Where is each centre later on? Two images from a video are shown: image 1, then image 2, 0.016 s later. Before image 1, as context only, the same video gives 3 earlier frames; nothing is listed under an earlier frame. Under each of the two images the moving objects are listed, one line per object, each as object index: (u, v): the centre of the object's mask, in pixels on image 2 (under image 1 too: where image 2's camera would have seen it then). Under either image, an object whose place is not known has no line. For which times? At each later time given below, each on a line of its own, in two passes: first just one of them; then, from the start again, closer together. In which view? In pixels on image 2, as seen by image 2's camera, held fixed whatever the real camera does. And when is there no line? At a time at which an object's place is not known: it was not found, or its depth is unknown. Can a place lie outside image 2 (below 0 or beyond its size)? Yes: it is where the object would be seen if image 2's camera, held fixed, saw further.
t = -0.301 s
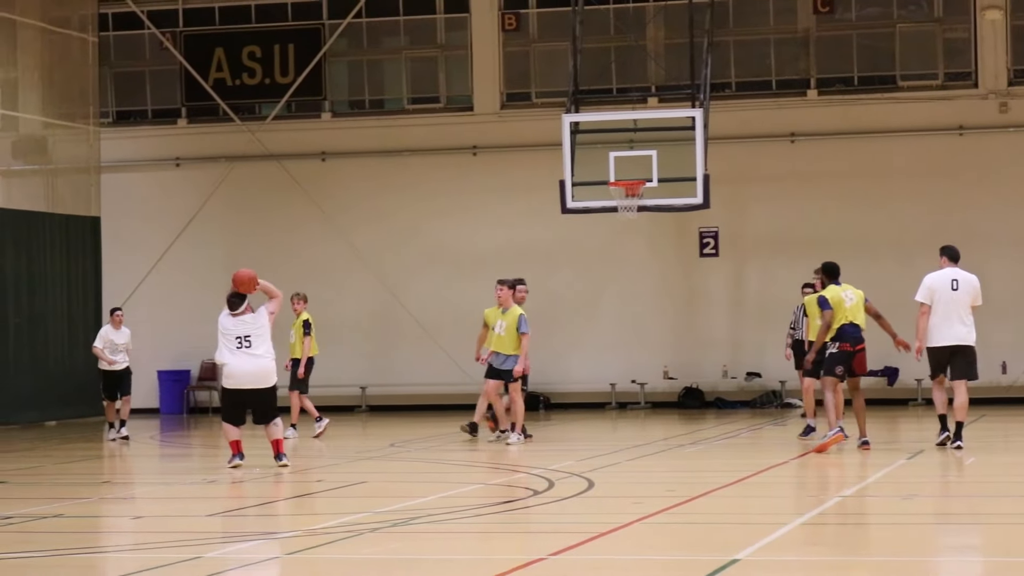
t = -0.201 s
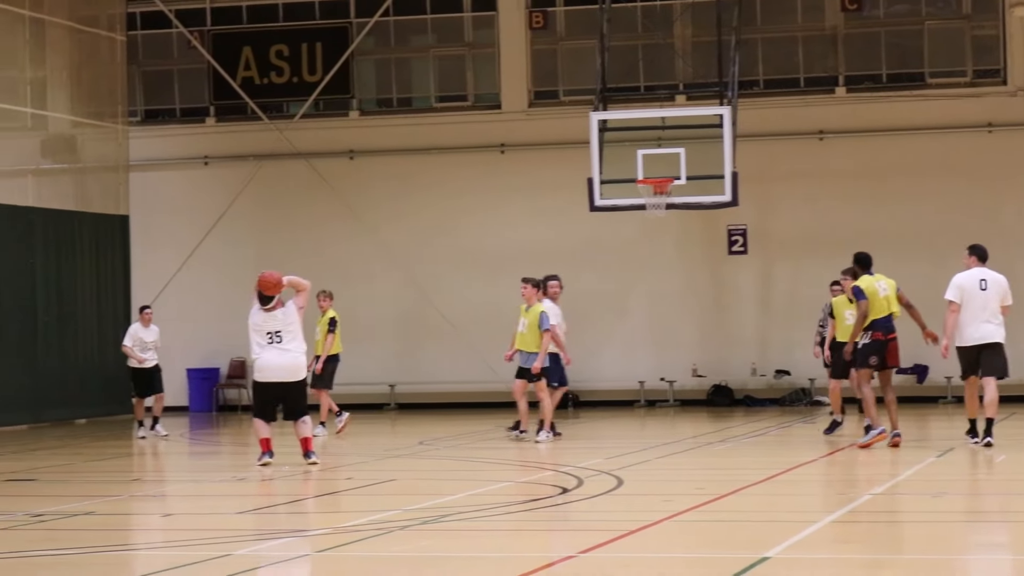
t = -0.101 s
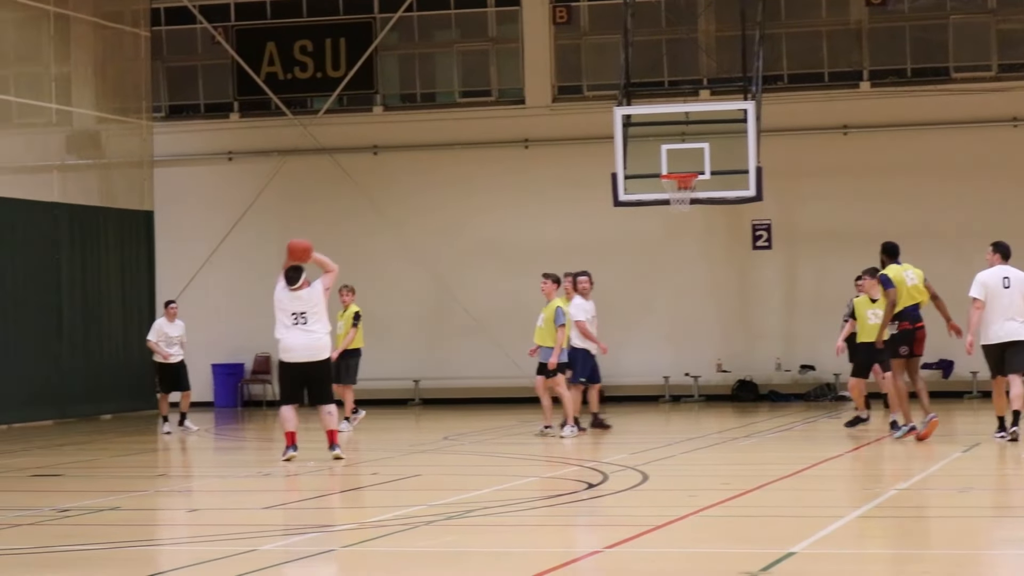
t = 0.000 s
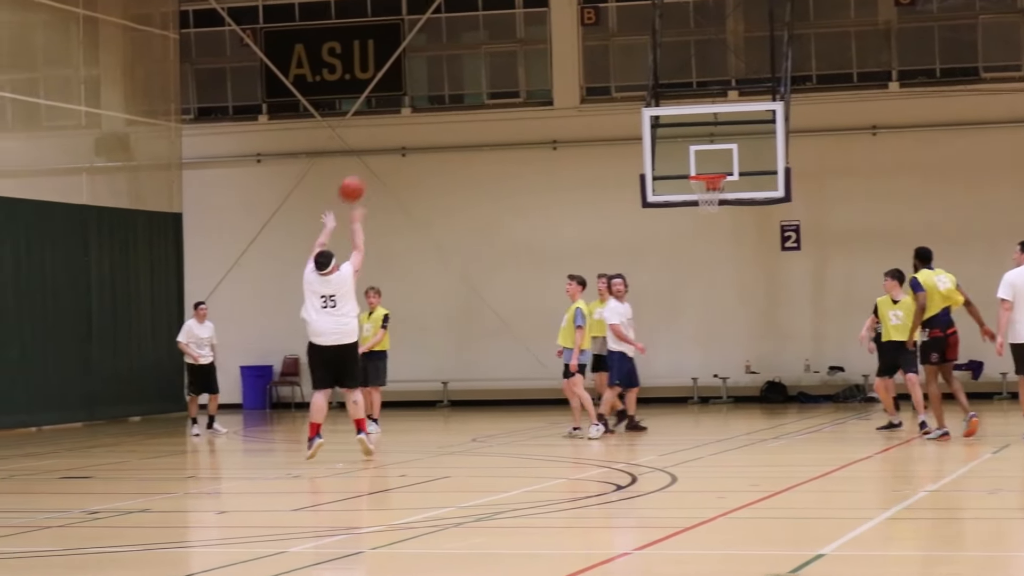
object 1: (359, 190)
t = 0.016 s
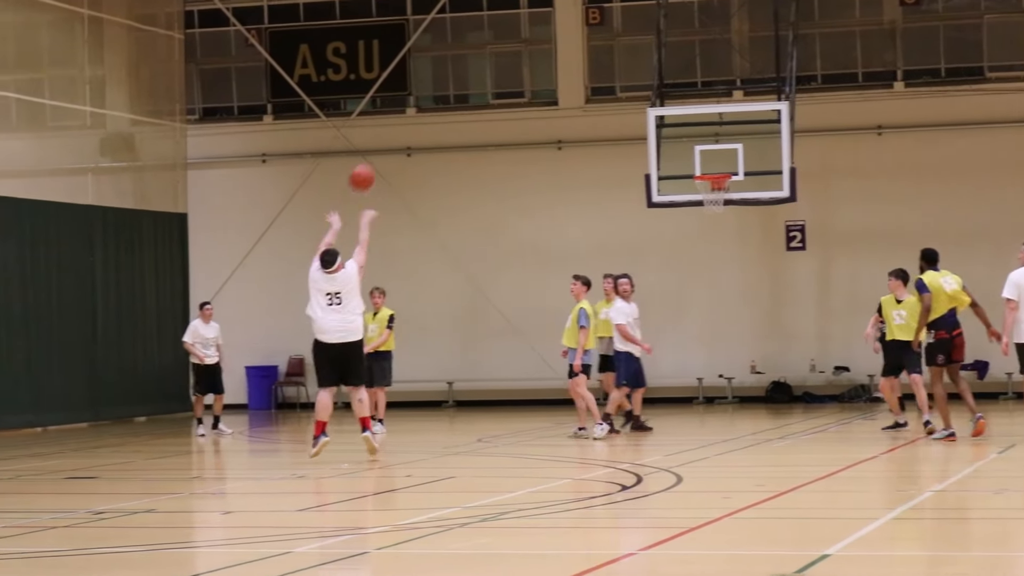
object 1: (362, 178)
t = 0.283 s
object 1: (447, 39)
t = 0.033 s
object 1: (368, 167)
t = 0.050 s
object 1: (371, 156)
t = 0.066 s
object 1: (377, 144)
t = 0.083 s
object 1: (382, 134)
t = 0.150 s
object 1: (405, 98)
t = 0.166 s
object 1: (410, 90)
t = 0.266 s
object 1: (442, 45)
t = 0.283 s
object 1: (447, 39)
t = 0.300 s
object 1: (451, 33)
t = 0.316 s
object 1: (456, 27)
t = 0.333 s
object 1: (461, 23)
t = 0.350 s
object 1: (466, 17)
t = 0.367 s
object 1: (470, 13)
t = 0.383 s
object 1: (475, 8)
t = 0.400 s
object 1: (480, 4)
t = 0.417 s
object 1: (484, 1)
